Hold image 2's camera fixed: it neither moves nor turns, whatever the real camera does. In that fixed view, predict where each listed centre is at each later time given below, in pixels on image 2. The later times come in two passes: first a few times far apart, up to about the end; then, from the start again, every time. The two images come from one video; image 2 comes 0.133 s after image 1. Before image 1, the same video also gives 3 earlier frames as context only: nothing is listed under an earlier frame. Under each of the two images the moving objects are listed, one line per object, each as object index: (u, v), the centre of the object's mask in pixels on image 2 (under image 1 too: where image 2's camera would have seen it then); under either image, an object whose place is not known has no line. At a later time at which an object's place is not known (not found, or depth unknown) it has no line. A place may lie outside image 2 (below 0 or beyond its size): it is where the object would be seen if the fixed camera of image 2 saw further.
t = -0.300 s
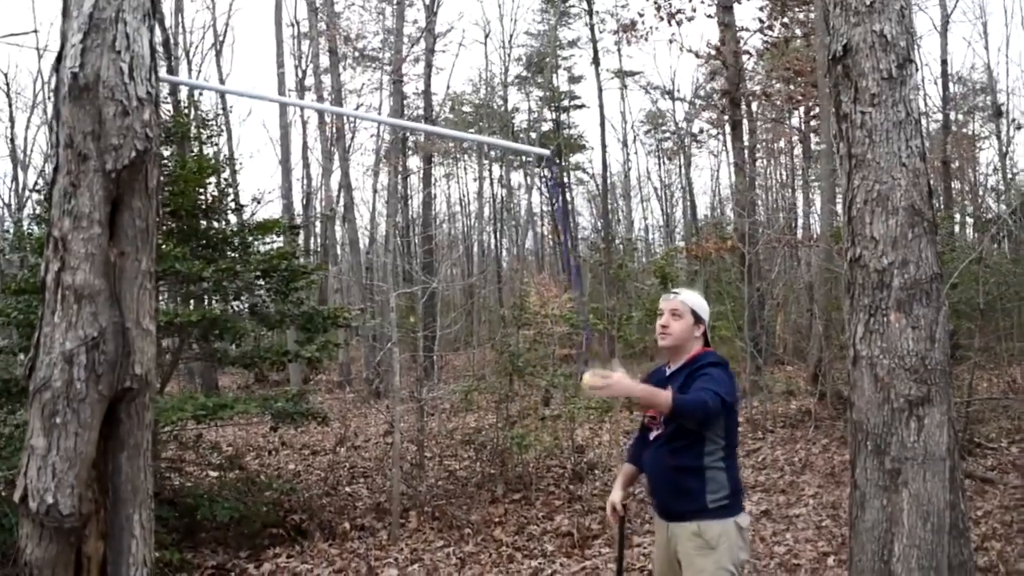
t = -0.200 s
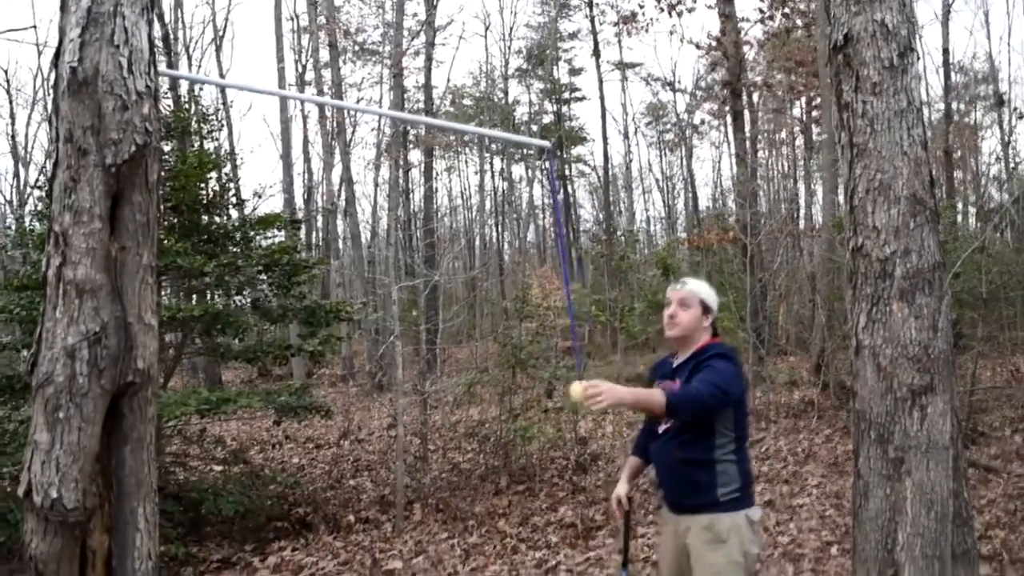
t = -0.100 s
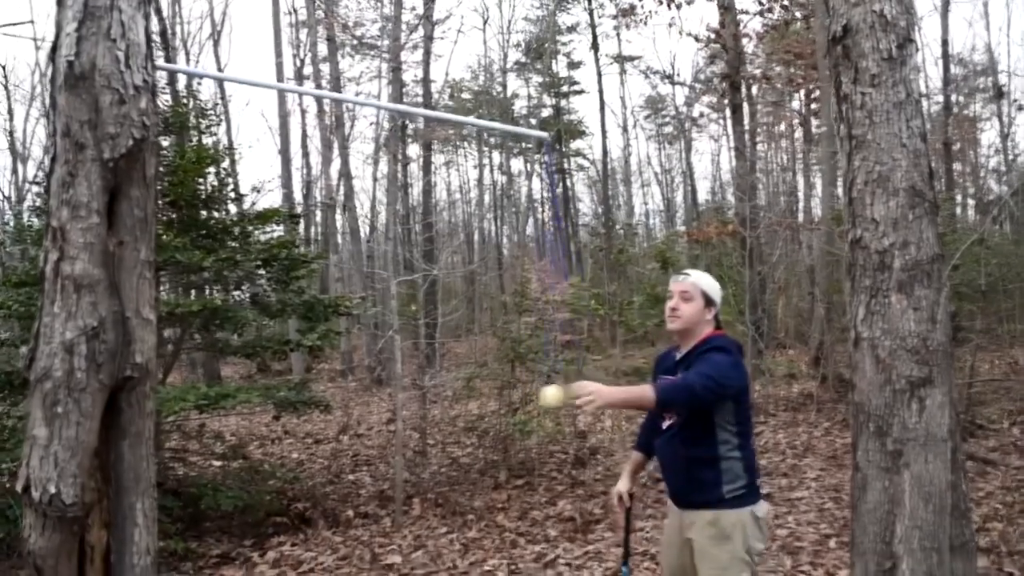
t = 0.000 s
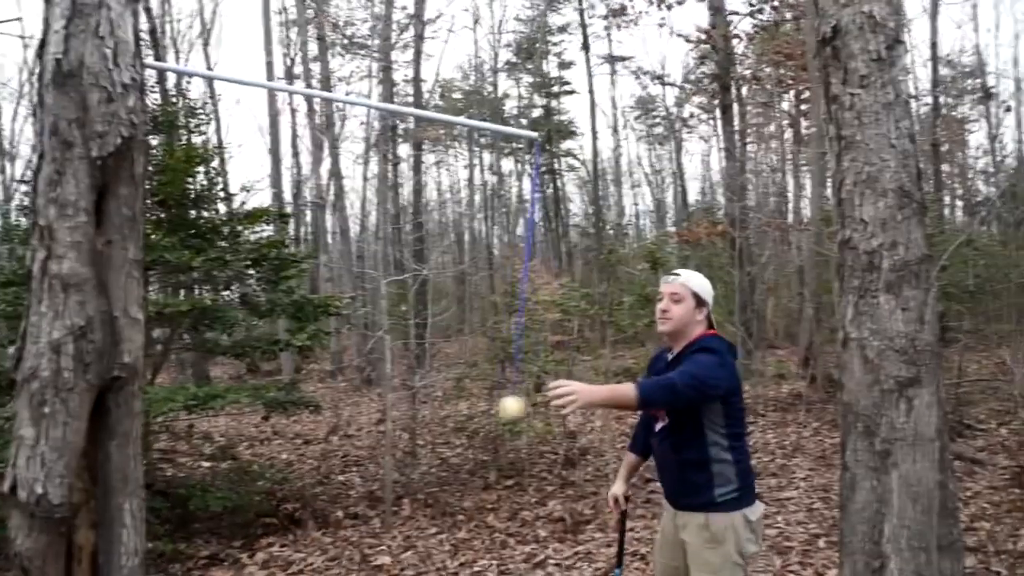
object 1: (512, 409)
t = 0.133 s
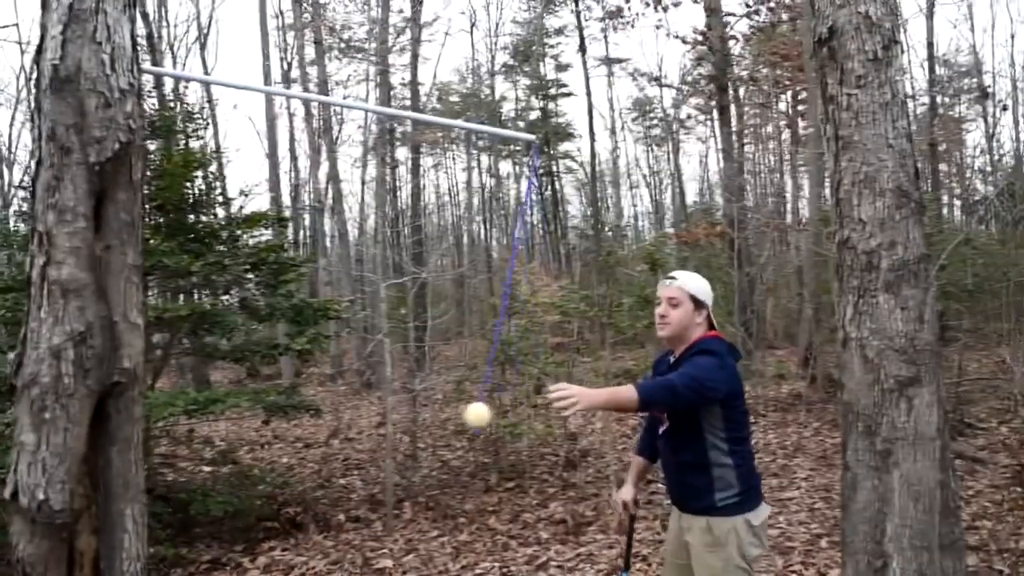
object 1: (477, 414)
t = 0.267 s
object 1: (460, 411)
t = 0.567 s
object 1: (500, 410)
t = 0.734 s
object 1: (552, 420)
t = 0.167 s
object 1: (471, 414)
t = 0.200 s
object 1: (465, 413)
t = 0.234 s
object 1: (462, 411)
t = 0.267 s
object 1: (460, 411)
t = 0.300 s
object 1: (459, 409)
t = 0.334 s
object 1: (459, 407)
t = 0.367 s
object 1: (461, 406)
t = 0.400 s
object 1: (464, 405)
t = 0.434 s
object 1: (469, 405)
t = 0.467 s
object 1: (476, 406)
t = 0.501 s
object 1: (483, 407)
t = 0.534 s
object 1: (491, 408)
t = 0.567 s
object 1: (500, 410)
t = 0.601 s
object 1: (510, 412)
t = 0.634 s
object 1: (520, 415)
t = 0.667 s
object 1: (531, 417)
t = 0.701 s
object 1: (543, 419)
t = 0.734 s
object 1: (552, 420)
